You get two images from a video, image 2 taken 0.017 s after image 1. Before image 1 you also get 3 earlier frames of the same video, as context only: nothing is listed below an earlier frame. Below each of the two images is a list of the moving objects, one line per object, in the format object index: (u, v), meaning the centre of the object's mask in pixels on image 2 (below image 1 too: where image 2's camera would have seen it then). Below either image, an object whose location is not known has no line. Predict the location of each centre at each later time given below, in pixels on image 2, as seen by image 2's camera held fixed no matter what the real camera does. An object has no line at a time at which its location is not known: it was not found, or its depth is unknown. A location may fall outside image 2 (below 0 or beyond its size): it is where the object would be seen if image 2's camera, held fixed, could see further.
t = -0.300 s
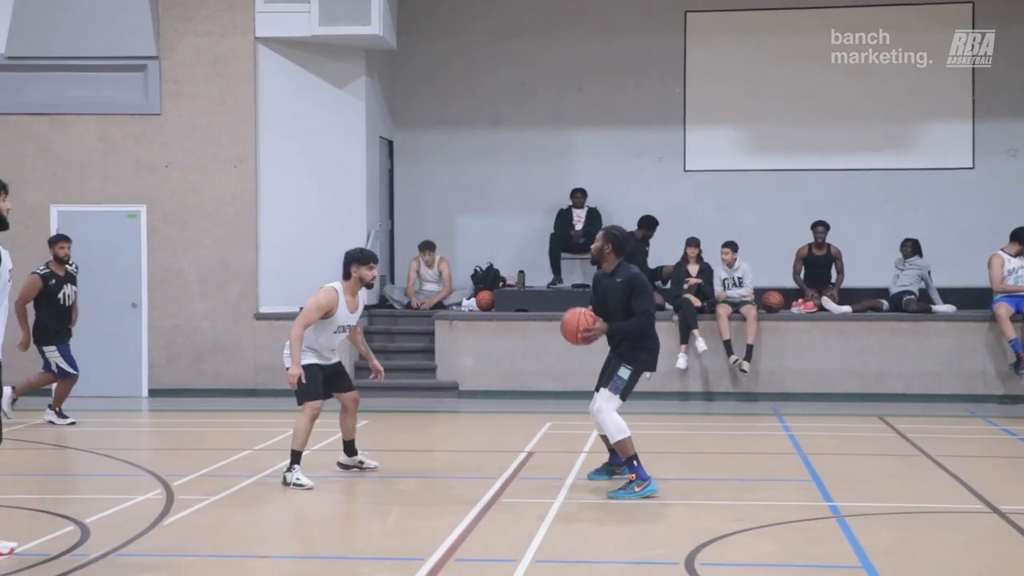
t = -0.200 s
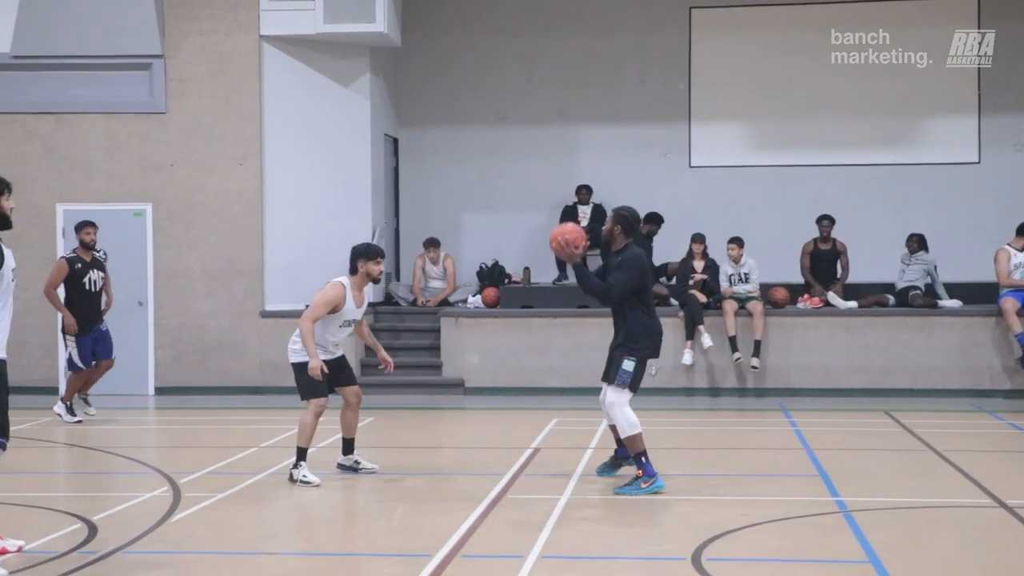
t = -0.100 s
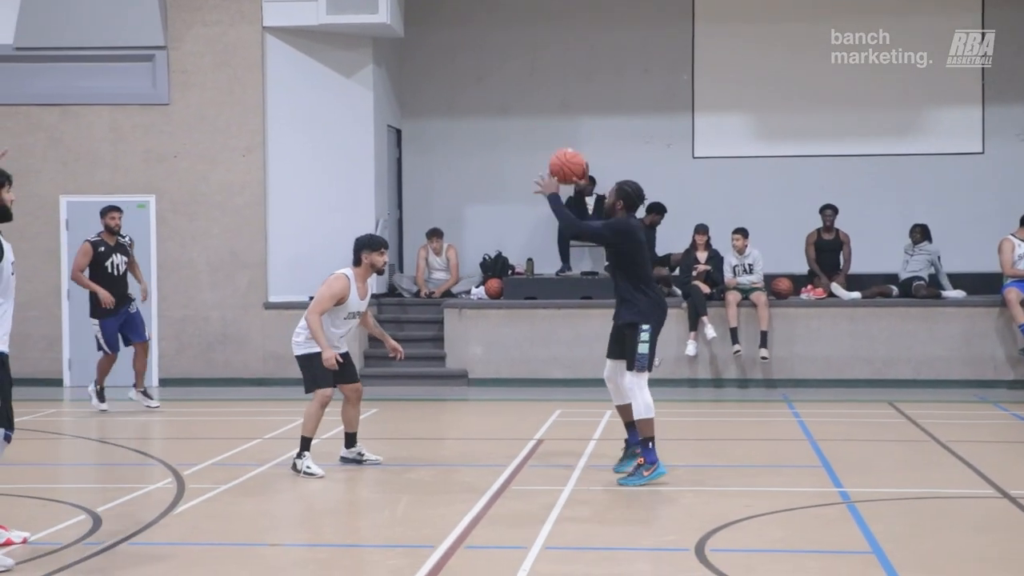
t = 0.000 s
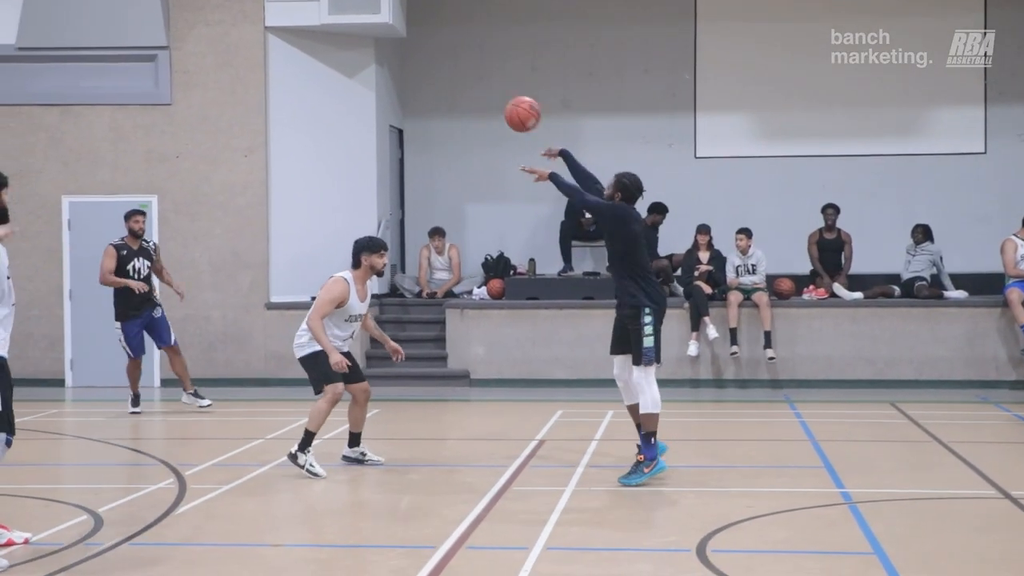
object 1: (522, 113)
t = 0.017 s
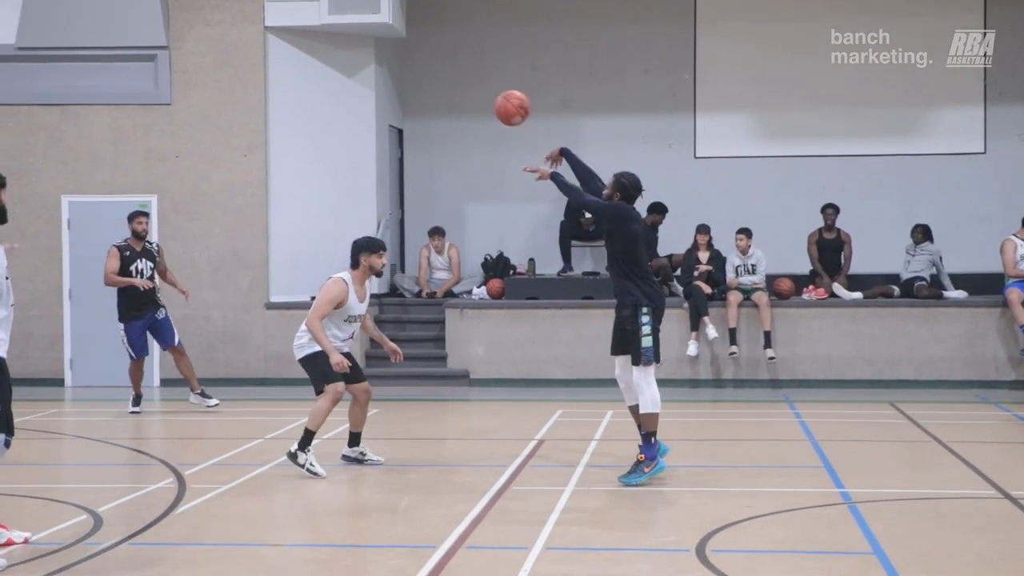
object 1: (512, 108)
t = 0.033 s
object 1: (502, 102)
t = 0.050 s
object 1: (492, 96)
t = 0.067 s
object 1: (482, 91)
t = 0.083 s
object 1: (472, 87)
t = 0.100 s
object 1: (462, 83)
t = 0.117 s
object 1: (453, 79)
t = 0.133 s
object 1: (444, 77)
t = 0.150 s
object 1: (435, 74)
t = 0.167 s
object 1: (426, 73)
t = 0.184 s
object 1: (417, 71)
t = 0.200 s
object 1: (408, 70)
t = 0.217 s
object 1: (400, 69)
